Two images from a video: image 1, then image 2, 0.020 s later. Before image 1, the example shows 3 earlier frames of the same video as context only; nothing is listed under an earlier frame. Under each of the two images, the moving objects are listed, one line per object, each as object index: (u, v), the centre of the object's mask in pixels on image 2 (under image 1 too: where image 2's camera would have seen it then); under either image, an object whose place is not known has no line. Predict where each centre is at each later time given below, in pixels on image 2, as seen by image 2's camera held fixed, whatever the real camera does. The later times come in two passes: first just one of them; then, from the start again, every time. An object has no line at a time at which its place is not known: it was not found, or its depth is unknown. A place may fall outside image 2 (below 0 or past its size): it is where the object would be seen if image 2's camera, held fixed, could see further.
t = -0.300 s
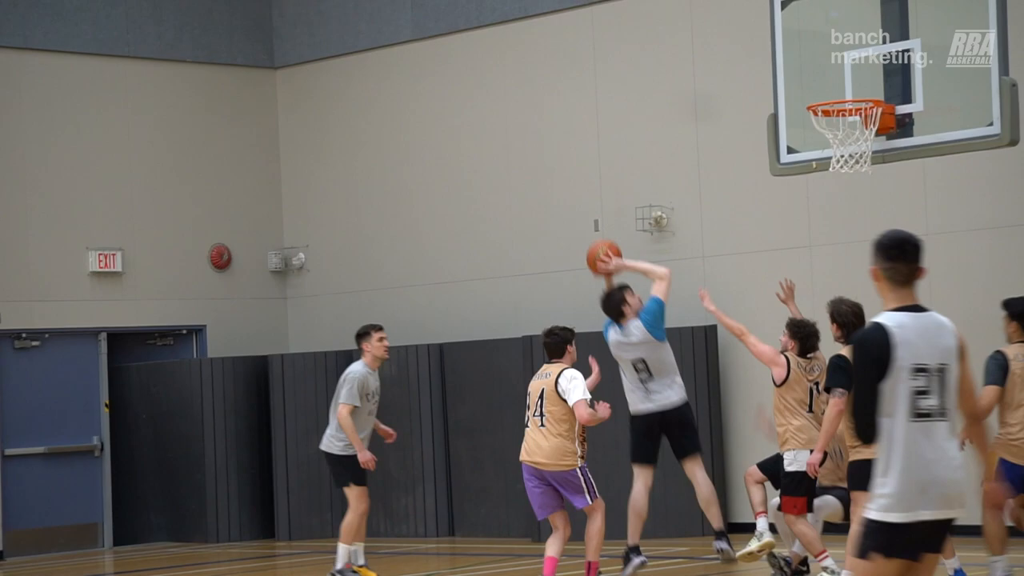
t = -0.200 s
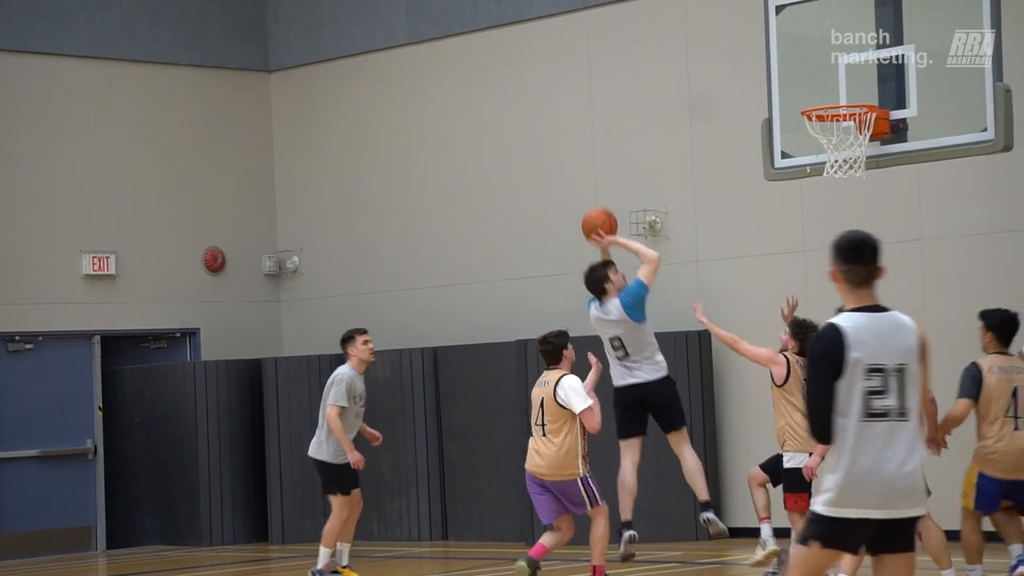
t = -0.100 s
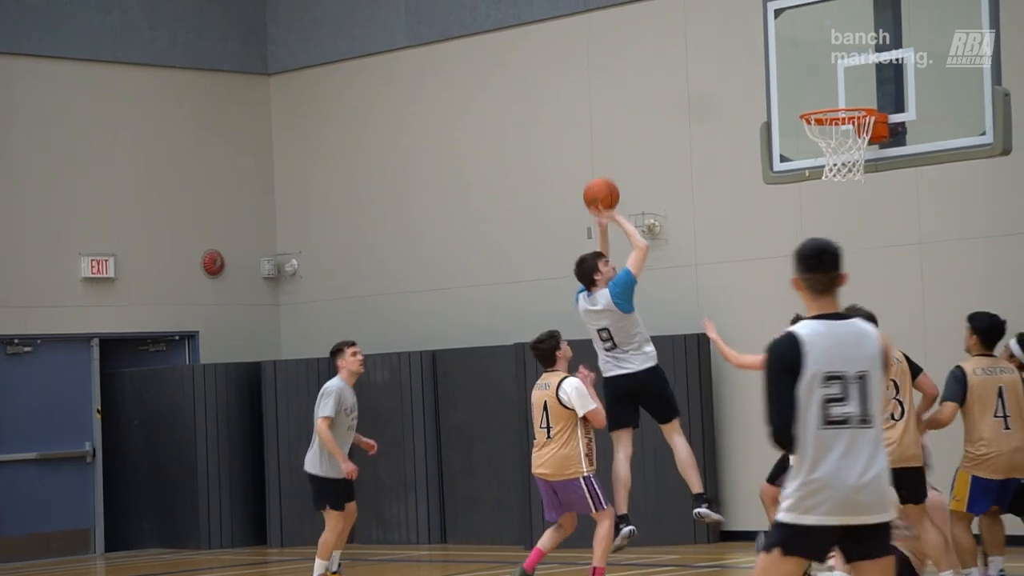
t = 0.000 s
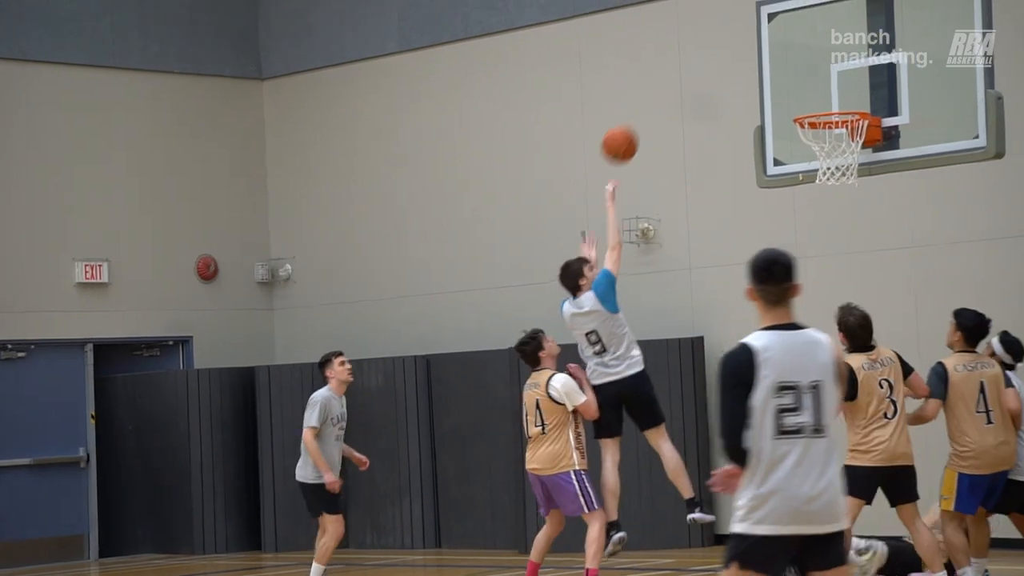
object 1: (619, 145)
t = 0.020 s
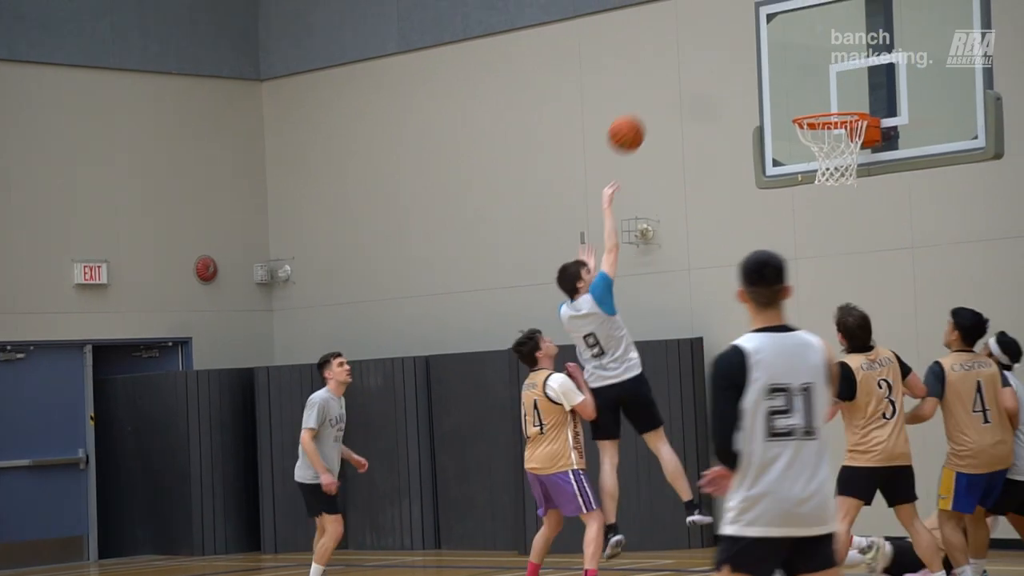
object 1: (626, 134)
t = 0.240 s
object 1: (712, 47)
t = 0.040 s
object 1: (634, 122)
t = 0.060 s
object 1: (641, 112)
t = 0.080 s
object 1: (649, 103)
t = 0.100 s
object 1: (657, 94)
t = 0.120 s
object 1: (665, 86)
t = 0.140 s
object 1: (672, 77)
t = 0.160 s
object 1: (680, 70)
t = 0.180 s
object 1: (688, 64)
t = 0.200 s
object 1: (696, 57)
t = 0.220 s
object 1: (704, 52)
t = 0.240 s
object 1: (712, 47)
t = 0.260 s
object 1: (720, 42)
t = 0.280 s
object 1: (727, 39)
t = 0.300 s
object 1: (735, 35)
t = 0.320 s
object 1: (743, 33)
